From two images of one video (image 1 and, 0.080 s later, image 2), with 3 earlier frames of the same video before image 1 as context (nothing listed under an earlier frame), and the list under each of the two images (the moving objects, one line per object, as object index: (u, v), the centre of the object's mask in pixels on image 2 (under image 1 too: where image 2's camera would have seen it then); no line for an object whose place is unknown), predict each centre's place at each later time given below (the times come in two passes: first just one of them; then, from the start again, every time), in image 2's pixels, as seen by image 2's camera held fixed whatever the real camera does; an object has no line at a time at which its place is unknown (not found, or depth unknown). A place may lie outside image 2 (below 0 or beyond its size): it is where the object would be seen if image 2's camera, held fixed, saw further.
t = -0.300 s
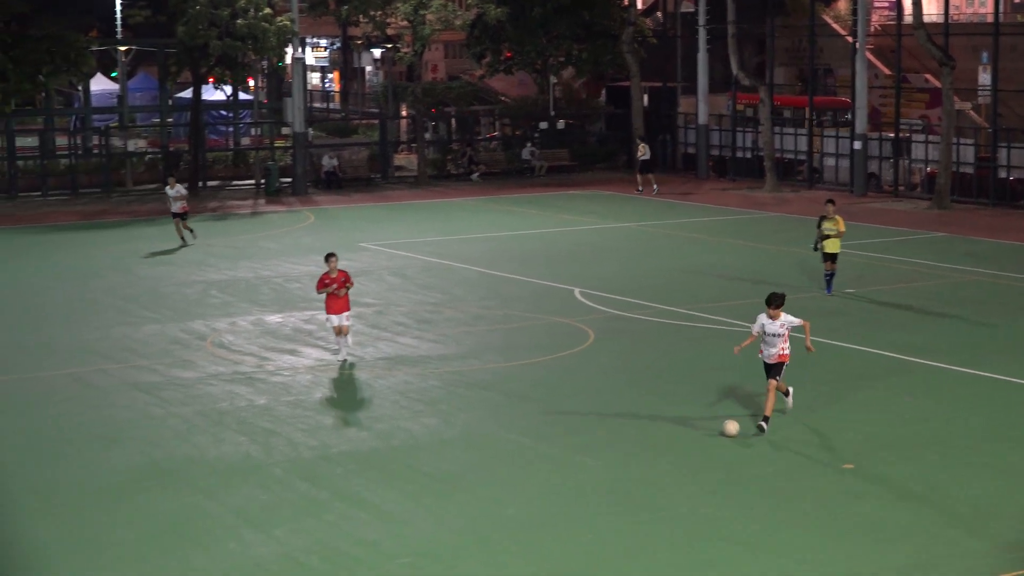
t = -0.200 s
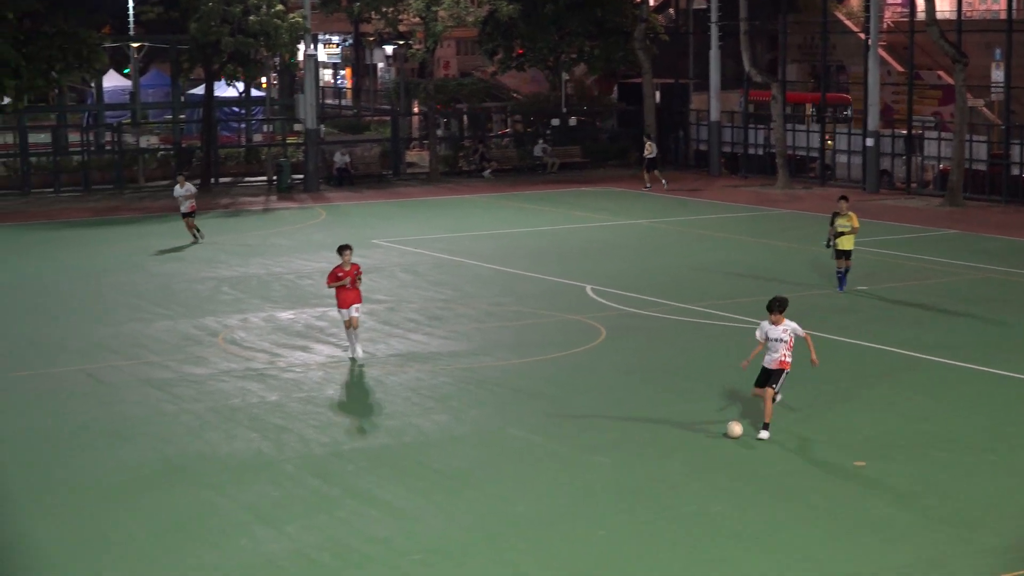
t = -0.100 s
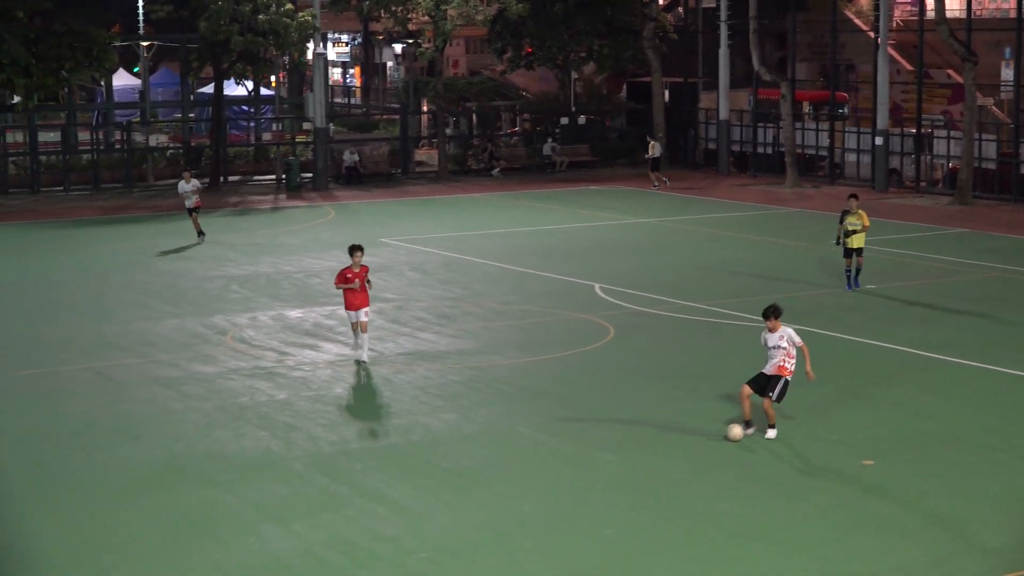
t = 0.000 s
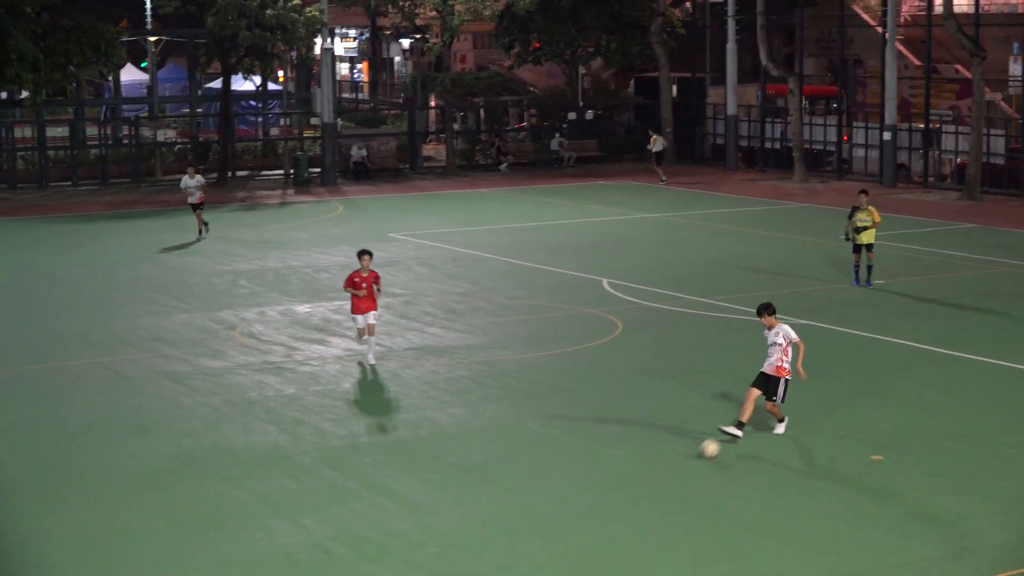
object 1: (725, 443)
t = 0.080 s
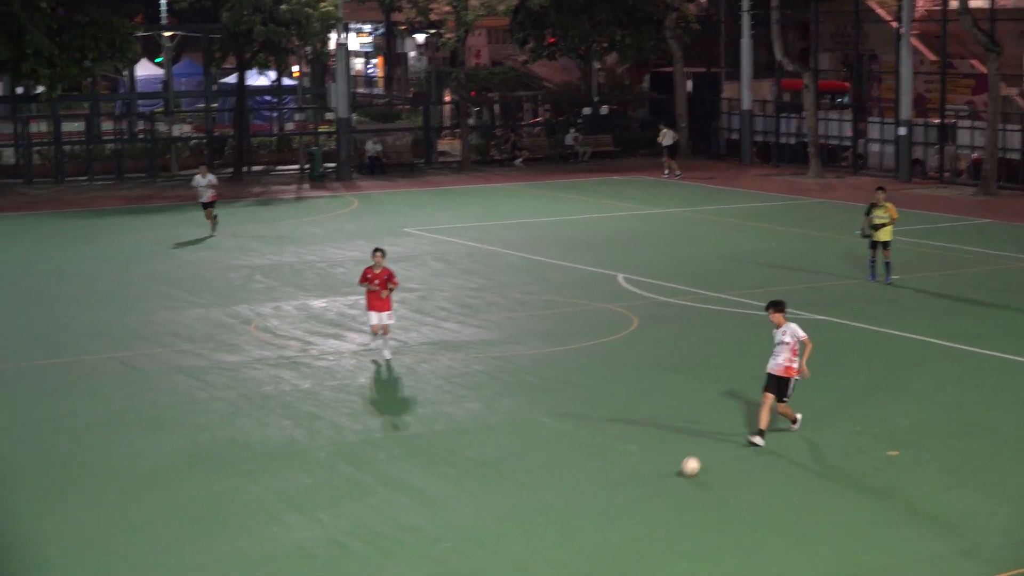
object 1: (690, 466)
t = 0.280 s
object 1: (599, 528)
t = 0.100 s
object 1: (681, 472)
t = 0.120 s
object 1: (672, 478)
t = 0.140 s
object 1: (663, 484)
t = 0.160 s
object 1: (654, 490)
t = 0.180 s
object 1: (645, 496)
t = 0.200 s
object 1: (635, 503)
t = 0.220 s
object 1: (626, 508)
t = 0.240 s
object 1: (617, 514)
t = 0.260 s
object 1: (608, 521)
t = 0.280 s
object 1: (599, 528)
